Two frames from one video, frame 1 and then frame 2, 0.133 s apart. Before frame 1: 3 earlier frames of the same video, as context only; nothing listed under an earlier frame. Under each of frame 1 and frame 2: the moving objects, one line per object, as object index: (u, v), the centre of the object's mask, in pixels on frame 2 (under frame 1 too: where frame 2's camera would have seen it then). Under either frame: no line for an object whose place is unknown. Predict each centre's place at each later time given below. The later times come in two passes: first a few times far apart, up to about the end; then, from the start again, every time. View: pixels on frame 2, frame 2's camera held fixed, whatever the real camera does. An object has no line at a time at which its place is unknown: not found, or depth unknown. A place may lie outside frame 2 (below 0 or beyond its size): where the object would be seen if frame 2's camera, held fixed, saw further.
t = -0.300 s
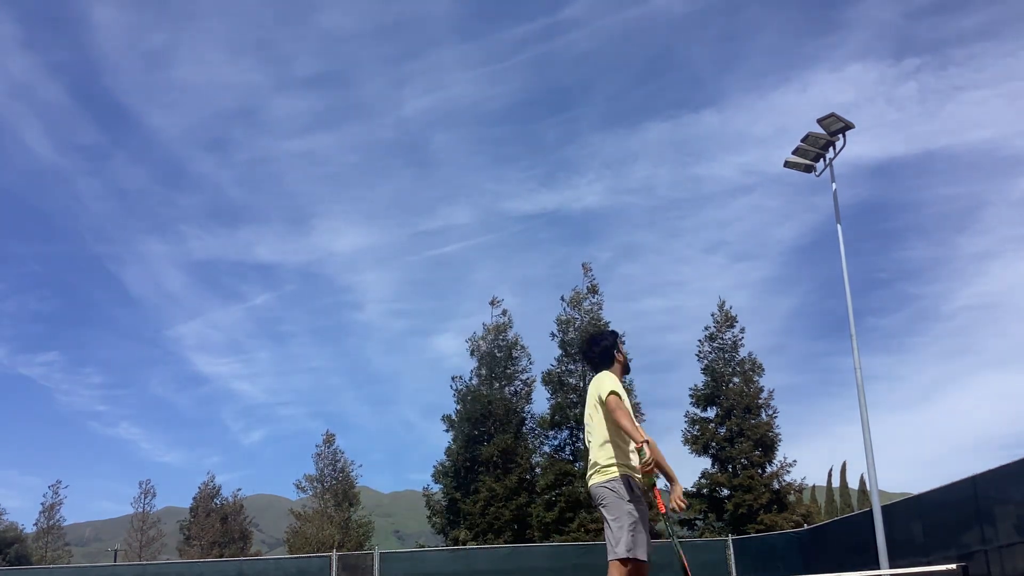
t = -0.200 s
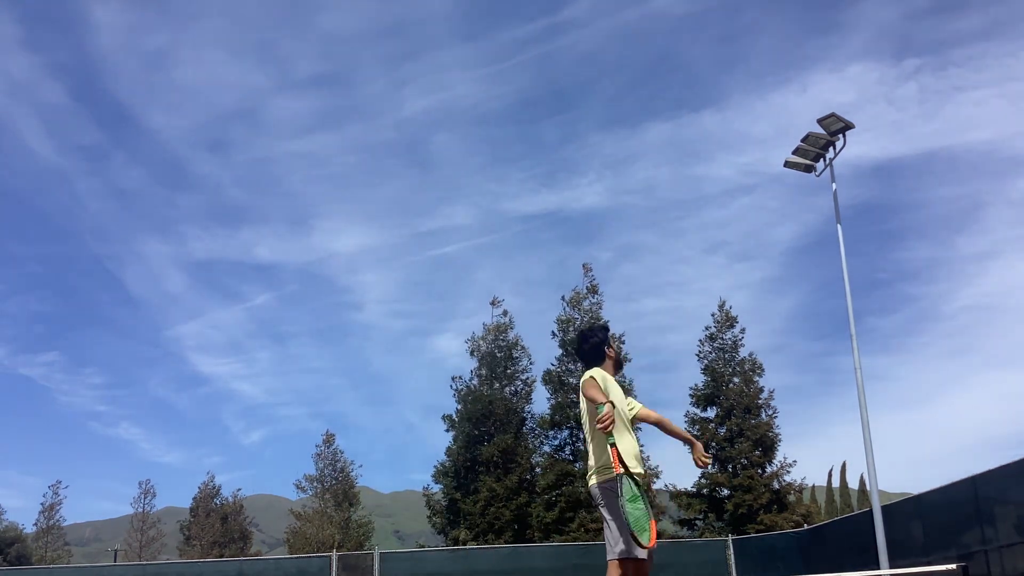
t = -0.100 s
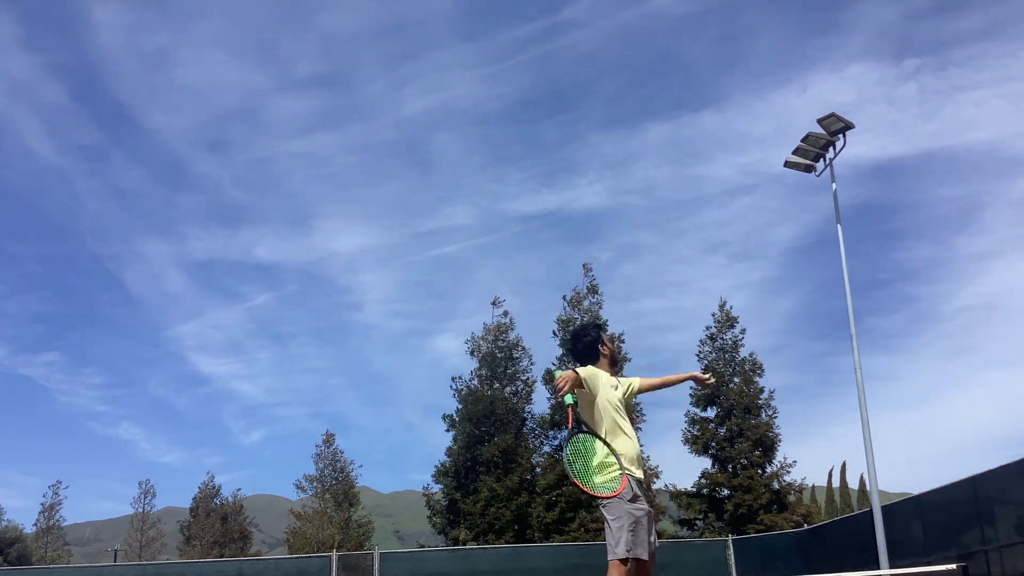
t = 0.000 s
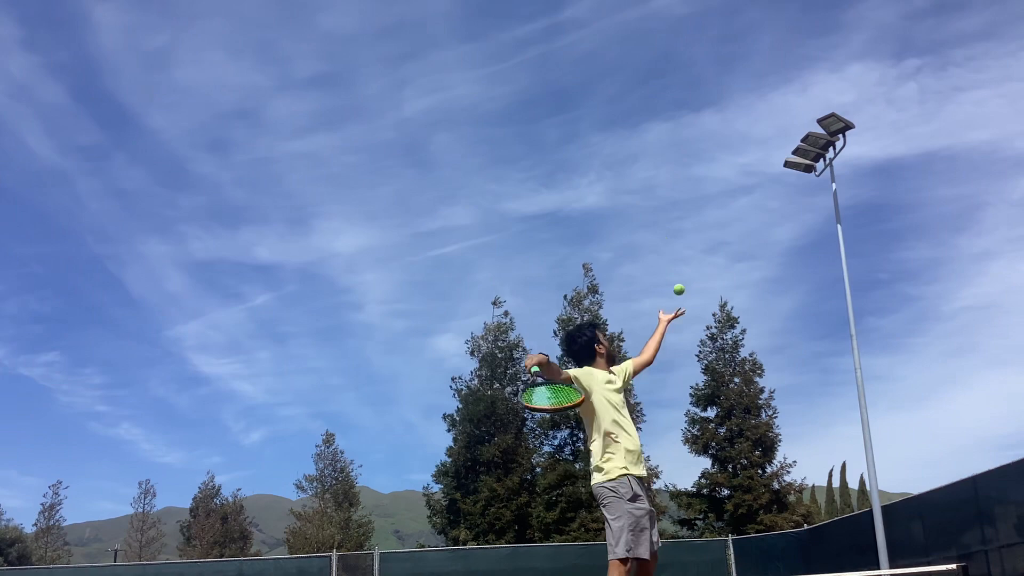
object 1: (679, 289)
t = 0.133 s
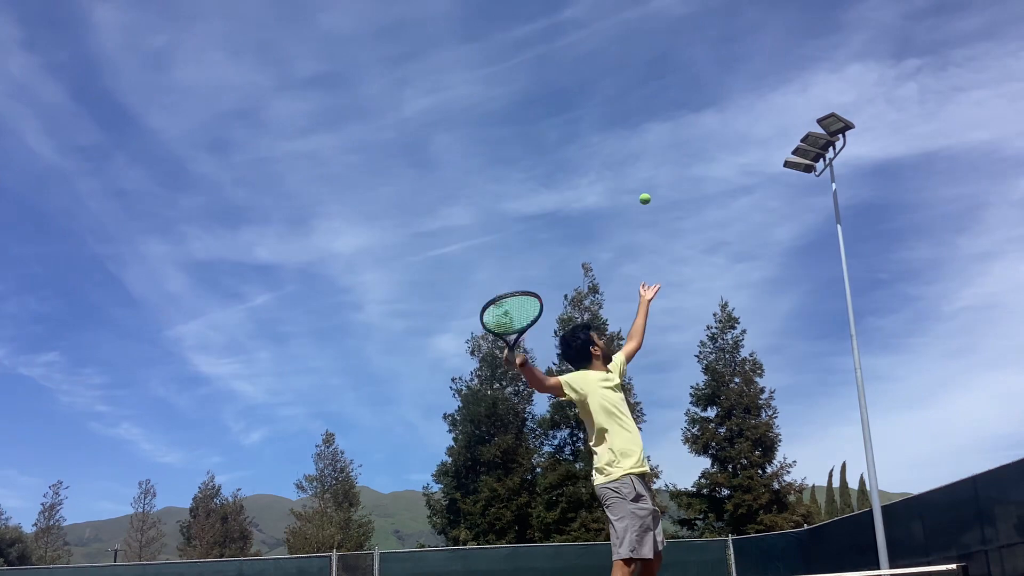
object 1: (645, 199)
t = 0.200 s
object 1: (630, 165)
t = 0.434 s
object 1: (591, 104)
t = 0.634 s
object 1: (567, 115)
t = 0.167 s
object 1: (637, 181)
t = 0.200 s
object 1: (630, 165)
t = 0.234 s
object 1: (624, 151)
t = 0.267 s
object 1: (618, 139)
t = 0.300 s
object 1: (612, 129)
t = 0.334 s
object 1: (606, 120)
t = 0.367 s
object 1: (601, 113)
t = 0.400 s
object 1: (596, 107)
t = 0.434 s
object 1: (591, 104)
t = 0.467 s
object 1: (587, 102)
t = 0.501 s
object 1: (582, 101)
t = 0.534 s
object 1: (578, 102)
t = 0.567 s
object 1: (574, 105)
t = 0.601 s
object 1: (571, 109)
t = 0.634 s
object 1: (567, 115)
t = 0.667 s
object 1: (564, 123)
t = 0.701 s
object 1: (562, 133)
